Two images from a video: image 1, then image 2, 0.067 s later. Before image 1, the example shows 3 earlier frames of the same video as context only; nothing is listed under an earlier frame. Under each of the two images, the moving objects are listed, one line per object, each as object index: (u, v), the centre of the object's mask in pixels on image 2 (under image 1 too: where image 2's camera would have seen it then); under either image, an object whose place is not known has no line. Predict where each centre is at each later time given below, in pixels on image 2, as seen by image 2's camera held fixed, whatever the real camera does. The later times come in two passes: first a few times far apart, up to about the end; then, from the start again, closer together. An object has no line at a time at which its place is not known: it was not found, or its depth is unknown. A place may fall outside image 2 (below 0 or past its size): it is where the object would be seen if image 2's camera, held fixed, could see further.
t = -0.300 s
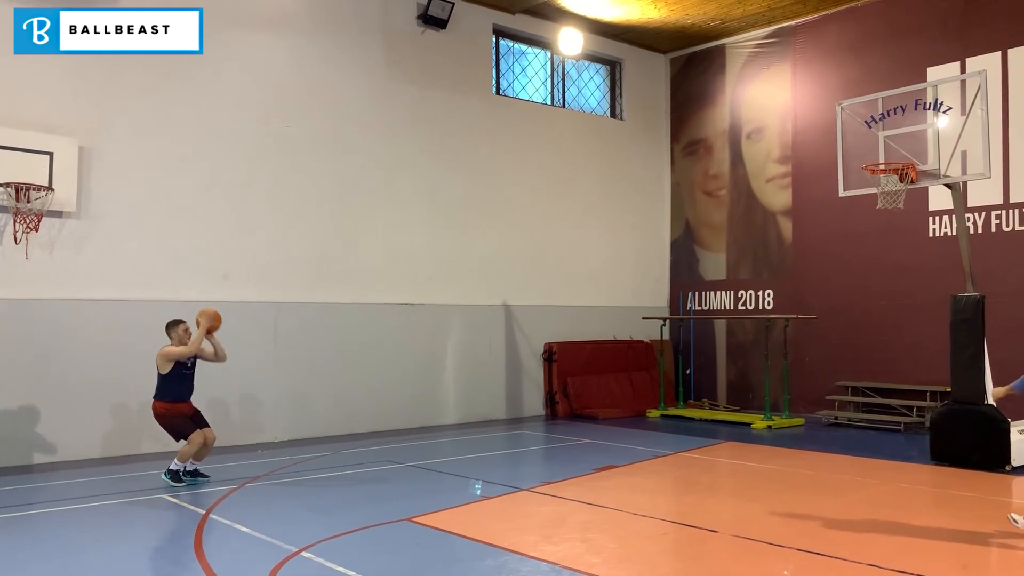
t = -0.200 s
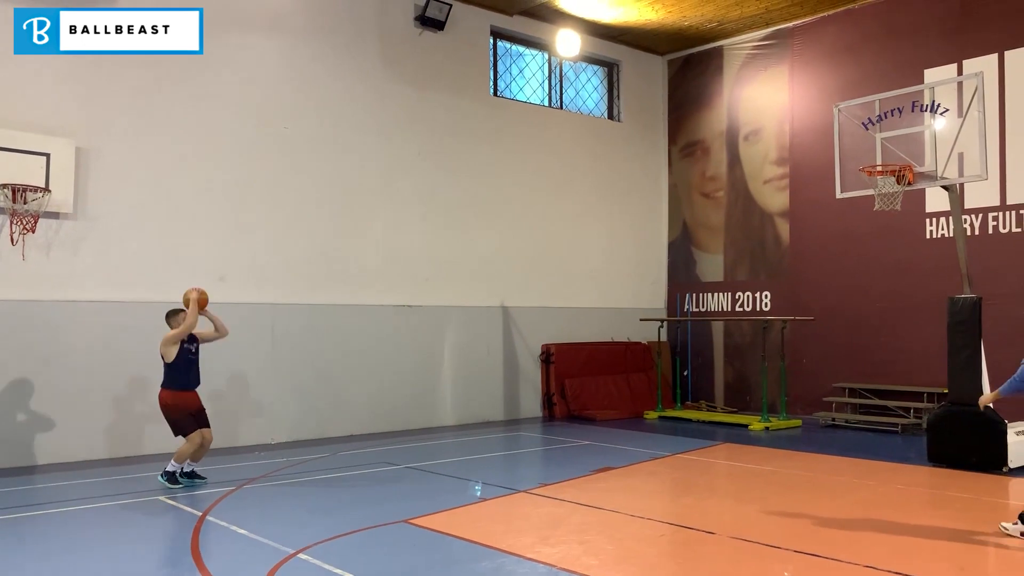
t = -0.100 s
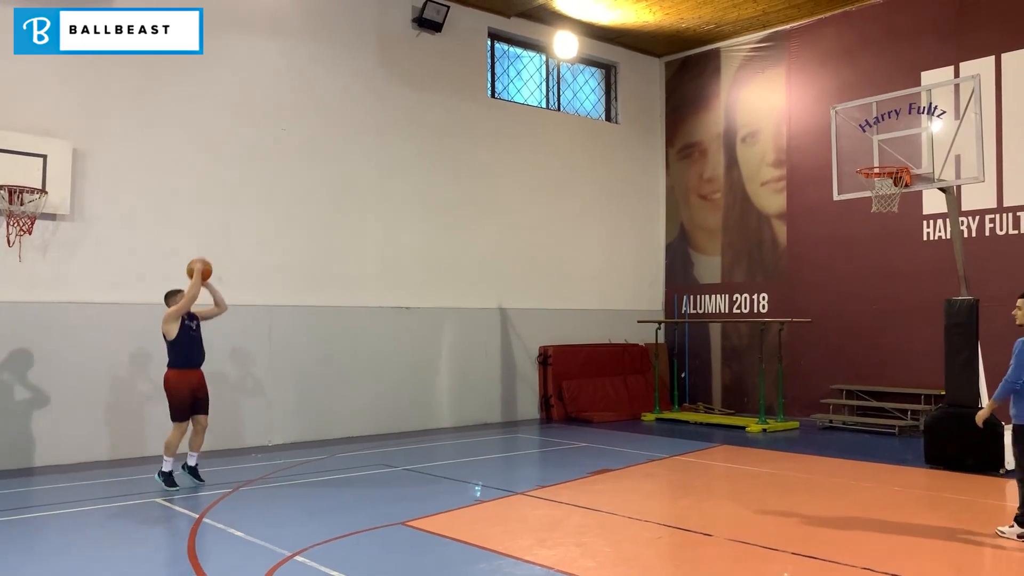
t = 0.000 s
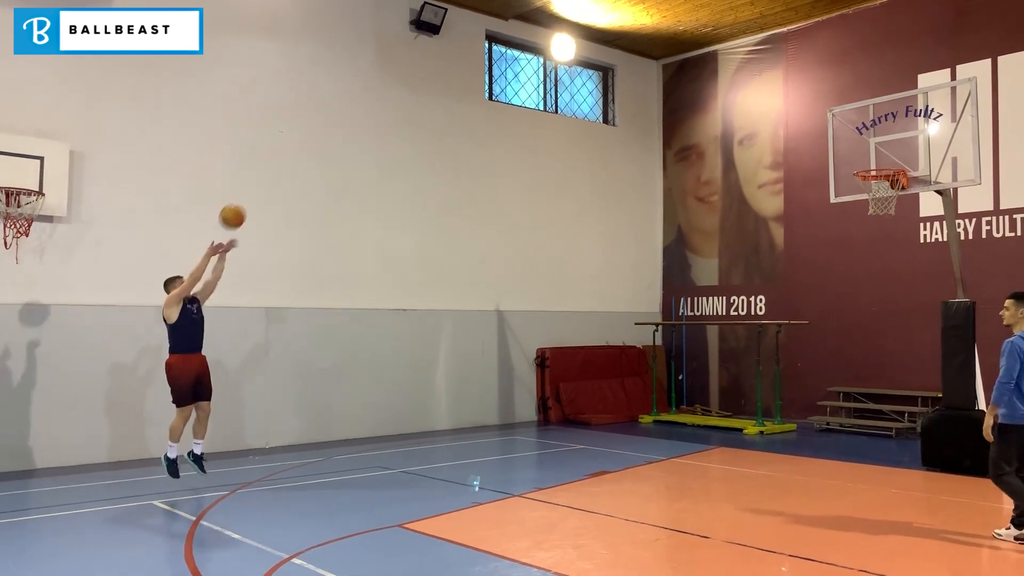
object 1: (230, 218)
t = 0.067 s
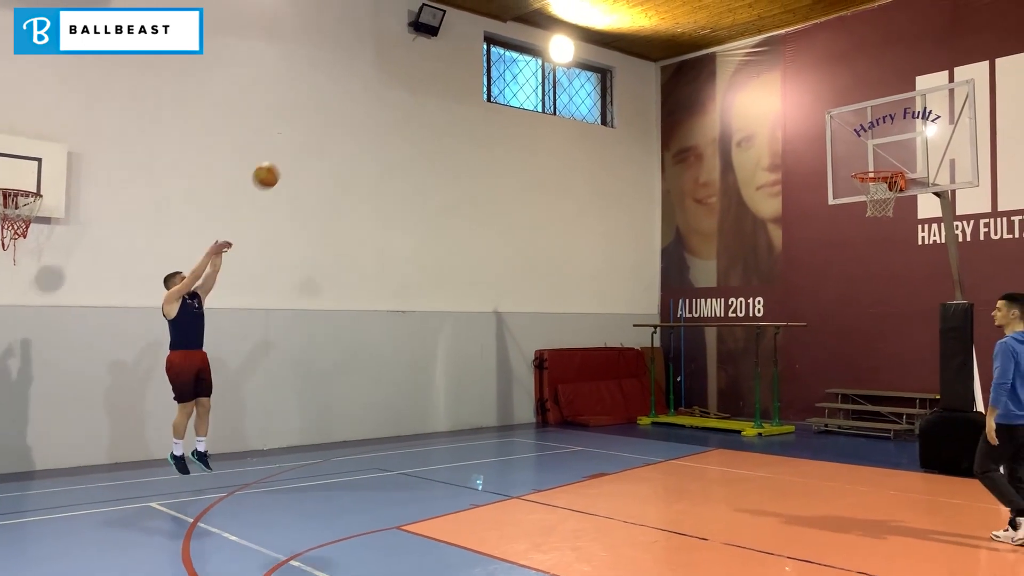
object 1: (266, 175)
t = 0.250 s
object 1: (363, 83)
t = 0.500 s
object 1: (491, 12)
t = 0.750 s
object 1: (617, 1)
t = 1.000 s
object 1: (744, 50)
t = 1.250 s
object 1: (870, 161)
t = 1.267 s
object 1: (879, 166)
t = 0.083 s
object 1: (275, 166)
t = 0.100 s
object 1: (284, 156)
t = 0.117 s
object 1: (292, 147)
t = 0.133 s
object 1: (301, 138)
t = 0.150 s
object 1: (311, 129)
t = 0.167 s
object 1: (319, 121)
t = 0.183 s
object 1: (328, 113)
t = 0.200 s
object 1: (337, 105)
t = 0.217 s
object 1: (345, 98)
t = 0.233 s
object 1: (354, 91)
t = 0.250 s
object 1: (363, 83)
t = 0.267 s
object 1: (372, 77)
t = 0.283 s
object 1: (380, 70)
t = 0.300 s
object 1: (389, 64)
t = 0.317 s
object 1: (397, 59)
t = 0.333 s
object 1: (406, 53)
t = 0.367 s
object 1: (423, 43)
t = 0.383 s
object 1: (431, 38)
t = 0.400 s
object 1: (440, 34)
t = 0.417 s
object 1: (449, 30)
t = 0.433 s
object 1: (458, 26)
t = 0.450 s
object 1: (466, 22)
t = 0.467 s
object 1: (474, 19)
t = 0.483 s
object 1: (482, 15)
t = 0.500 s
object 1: (491, 12)
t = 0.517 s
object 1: (499, 10)
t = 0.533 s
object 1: (507, 8)
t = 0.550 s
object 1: (516, 5)
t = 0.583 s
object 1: (532, 2)
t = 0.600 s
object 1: (542, 1)
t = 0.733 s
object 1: (608, 0)
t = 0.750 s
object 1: (617, 1)
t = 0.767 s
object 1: (626, 3)
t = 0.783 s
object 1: (634, 4)
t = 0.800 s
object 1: (642, 6)
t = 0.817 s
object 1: (651, 8)
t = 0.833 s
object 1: (659, 11)
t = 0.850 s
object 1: (668, 14)
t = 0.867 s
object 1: (677, 16)
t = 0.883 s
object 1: (684, 20)
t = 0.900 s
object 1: (693, 23)
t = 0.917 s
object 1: (703, 27)
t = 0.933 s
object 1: (710, 31)
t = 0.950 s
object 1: (719, 35)
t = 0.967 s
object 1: (727, 40)
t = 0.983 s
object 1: (734, 45)
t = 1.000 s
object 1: (744, 50)
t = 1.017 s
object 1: (753, 55)
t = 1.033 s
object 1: (760, 61)
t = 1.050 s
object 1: (770, 66)
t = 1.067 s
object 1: (778, 73)
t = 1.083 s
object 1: (786, 79)
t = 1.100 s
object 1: (794, 86)
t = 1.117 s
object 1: (804, 94)
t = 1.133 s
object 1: (811, 101)
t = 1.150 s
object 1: (820, 109)
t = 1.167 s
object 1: (828, 118)
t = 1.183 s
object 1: (836, 125)
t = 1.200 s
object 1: (845, 134)
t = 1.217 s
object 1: (854, 143)
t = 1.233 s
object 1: (861, 151)
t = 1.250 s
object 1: (870, 161)
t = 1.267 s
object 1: (879, 166)
